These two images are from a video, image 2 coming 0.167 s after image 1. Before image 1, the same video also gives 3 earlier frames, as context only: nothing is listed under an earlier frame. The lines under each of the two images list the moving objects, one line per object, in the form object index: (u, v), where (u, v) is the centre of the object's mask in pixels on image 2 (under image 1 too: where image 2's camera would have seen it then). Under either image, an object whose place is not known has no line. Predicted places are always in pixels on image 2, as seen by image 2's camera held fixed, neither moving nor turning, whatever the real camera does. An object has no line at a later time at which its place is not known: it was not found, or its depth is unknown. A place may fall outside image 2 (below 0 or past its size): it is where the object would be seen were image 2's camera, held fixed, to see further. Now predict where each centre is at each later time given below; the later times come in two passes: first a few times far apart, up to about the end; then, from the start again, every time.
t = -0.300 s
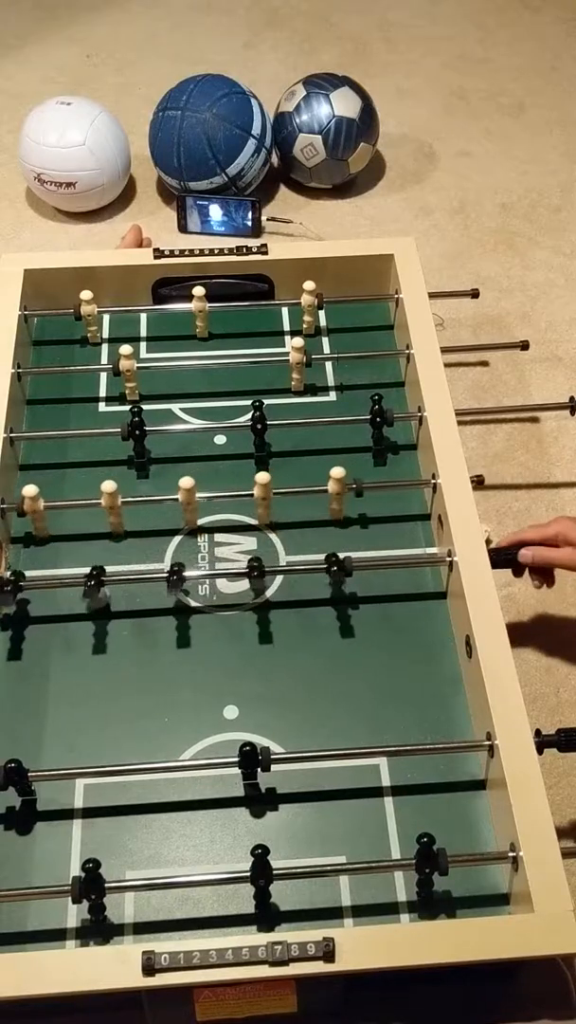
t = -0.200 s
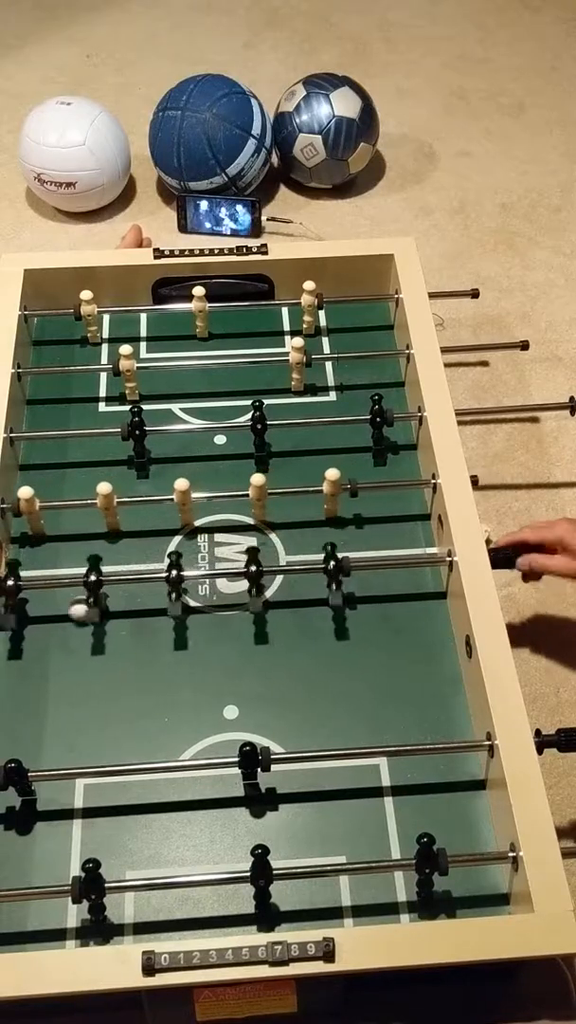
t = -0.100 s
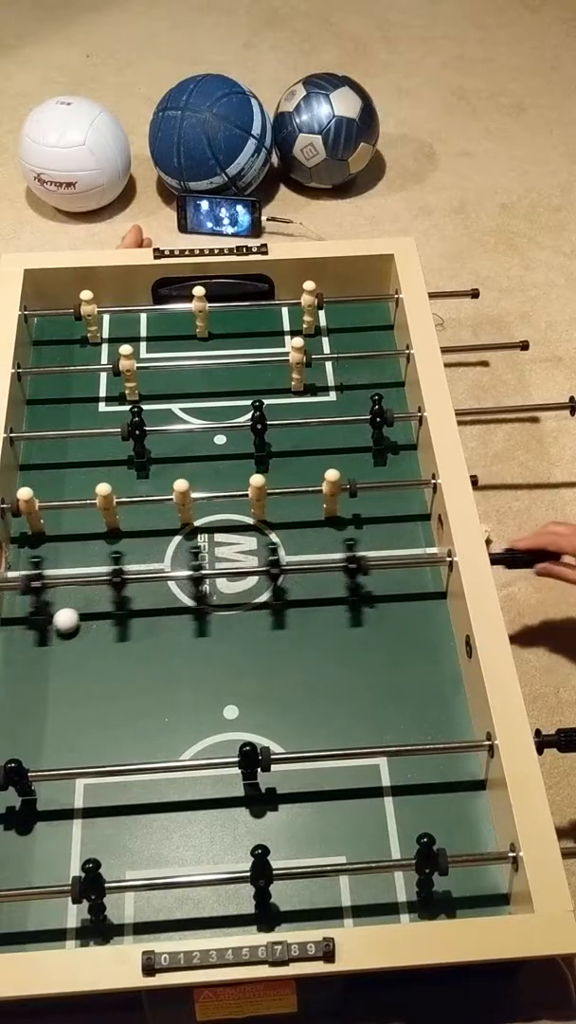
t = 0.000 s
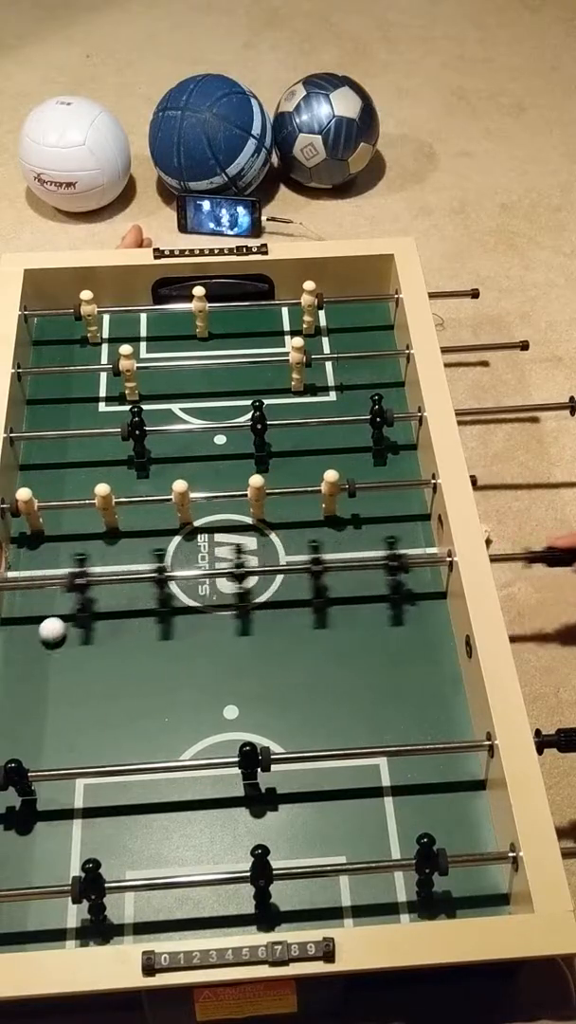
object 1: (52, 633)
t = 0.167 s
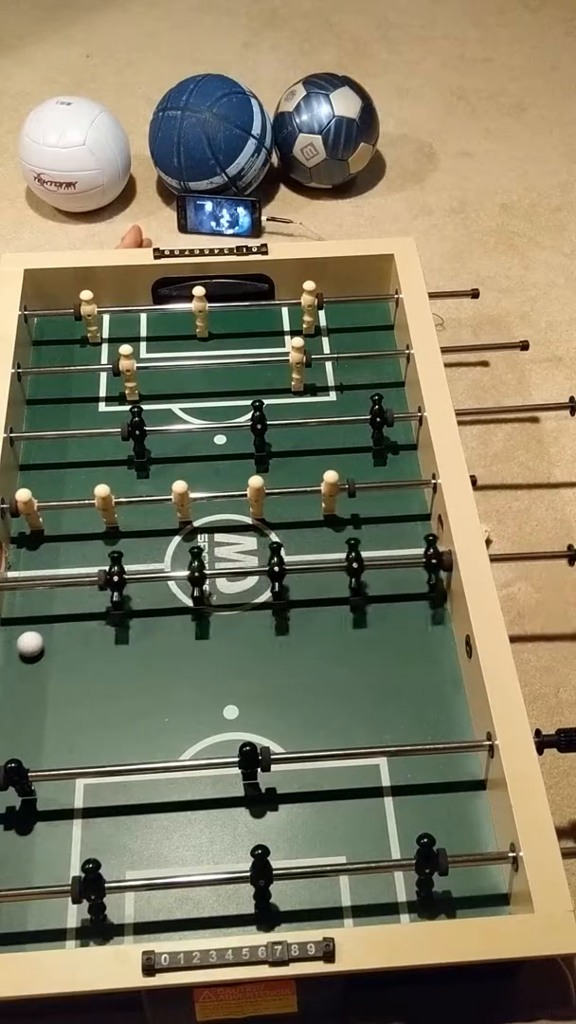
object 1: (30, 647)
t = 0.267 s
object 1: (16, 655)
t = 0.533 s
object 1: (13, 671)
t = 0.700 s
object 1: (17, 679)
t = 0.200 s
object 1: (26, 649)
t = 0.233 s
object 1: (21, 652)
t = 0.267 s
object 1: (16, 655)
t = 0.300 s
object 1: (12, 658)
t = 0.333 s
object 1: (10, 661)
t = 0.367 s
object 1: (10, 663)
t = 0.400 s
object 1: (10, 665)
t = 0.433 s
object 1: (11, 666)
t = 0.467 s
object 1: (12, 668)
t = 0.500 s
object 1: (12, 670)
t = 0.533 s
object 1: (13, 671)
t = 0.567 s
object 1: (14, 673)
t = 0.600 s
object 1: (15, 674)
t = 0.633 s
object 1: (16, 676)
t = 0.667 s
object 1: (16, 678)
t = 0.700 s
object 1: (17, 679)
